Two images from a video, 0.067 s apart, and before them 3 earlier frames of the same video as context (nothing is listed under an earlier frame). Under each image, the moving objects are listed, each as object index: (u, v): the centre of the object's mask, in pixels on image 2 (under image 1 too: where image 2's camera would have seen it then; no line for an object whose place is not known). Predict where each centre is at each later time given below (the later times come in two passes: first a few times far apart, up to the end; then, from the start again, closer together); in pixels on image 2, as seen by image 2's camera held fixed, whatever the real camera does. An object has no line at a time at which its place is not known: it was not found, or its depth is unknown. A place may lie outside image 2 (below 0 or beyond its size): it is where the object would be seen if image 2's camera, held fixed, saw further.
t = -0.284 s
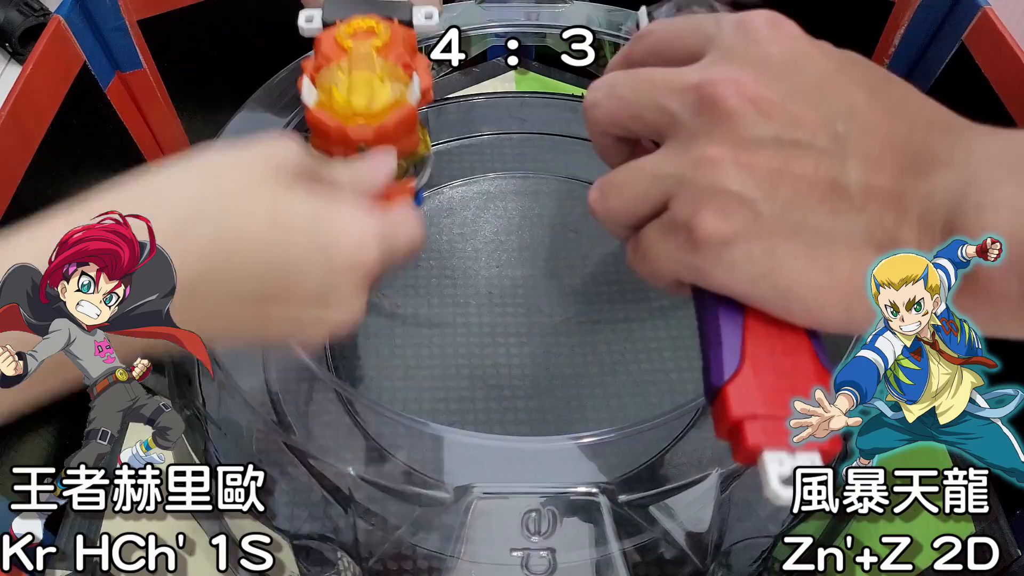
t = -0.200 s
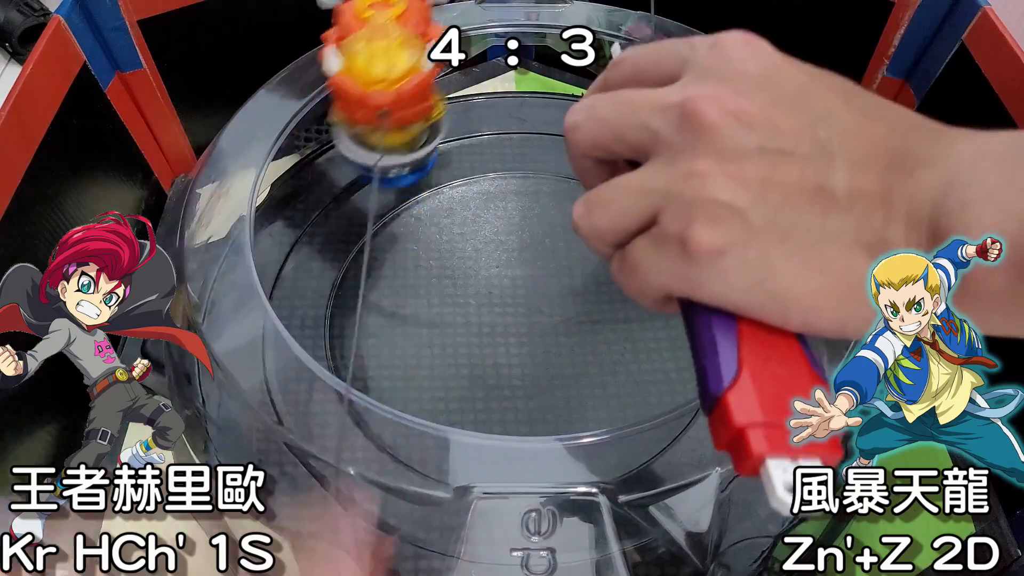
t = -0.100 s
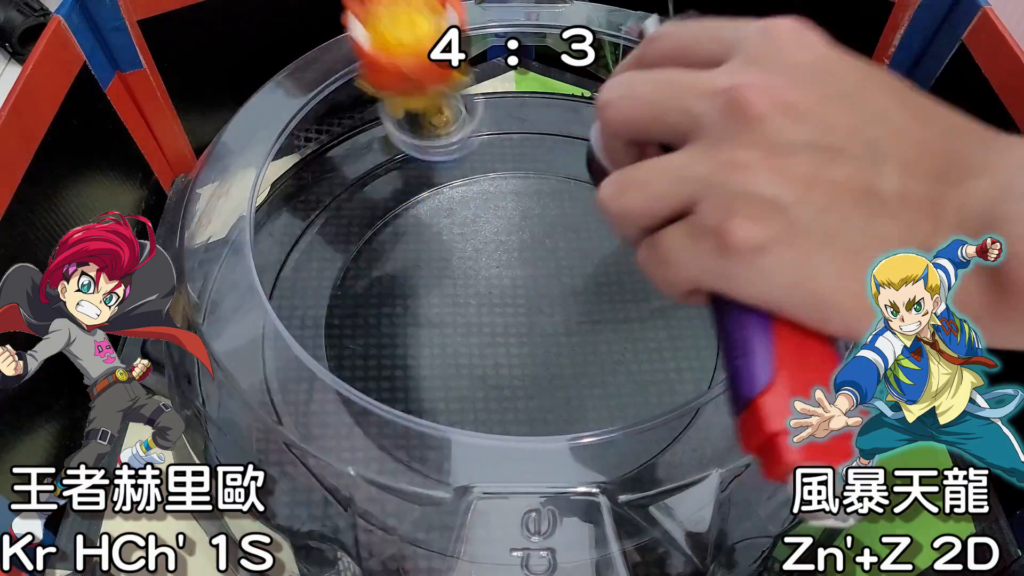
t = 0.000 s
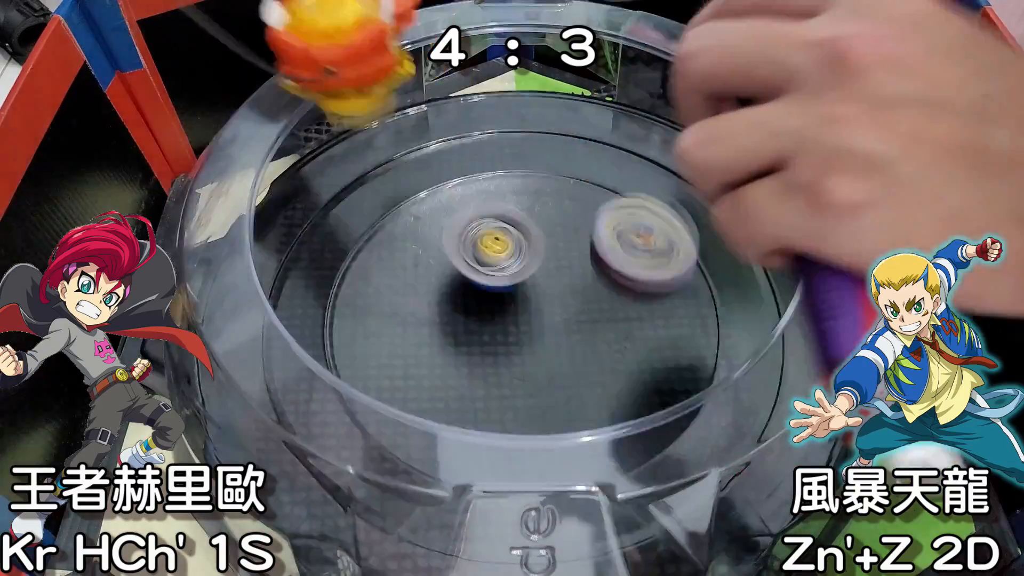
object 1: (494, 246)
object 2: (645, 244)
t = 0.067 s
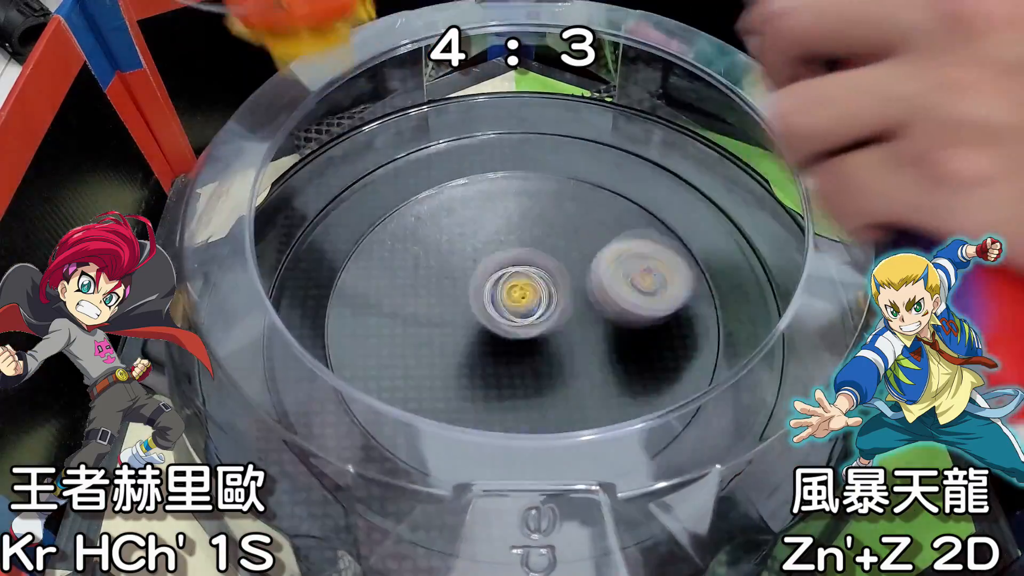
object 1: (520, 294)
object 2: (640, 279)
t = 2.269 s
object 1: (662, 376)
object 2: (357, 171)
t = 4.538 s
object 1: (519, 341)
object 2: (476, 255)
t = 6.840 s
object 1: (557, 237)
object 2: (497, 331)
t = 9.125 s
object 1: (528, 349)
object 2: (503, 266)
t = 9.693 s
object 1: (518, 354)
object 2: (557, 269)
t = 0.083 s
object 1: (505, 298)
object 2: (657, 266)
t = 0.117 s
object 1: (470, 318)
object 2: (685, 249)
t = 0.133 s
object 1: (452, 330)
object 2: (698, 245)
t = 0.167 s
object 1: (418, 364)
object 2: (718, 229)
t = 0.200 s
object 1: (388, 375)
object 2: (731, 217)
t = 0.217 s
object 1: (371, 383)
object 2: (736, 209)
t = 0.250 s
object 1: (341, 404)
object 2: (733, 198)
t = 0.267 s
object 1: (328, 414)
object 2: (728, 194)
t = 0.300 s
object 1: (300, 430)
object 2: (714, 189)
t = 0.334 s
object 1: (282, 434)
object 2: (693, 185)
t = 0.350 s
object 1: (274, 436)
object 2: (682, 183)
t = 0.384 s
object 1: (264, 435)
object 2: (661, 178)
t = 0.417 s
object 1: (272, 428)
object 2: (643, 173)
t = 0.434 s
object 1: (273, 424)
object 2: (634, 170)
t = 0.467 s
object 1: (279, 417)
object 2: (616, 163)
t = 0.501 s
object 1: (283, 407)
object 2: (599, 157)
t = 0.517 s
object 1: (287, 403)
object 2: (590, 154)
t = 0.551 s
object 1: (302, 388)
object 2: (574, 146)
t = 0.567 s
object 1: (309, 379)
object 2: (566, 144)
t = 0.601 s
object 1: (320, 363)
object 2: (551, 138)
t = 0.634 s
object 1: (334, 343)
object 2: (537, 132)
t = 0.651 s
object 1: (340, 336)
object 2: (531, 129)
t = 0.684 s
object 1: (352, 323)
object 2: (520, 124)
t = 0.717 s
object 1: (373, 307)
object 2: (510, 120)
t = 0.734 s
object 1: (384, 298)
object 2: (505, 118)
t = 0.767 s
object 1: (406, 282)
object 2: (495, 120)
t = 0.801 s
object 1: (434, 266)
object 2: (484, 124)
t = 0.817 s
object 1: (447, 259)
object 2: (479, 126)
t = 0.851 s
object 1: (477, 246)
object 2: (469, 131)
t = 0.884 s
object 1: (510, 238)
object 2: (462, 136)
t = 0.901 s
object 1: (527, 234)
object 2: (458, 140)
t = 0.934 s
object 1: (556, 230)
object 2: (450, 146)
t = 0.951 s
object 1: (572, 228)
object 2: (446, 151)
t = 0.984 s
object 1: (603, 230)
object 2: (439, 156)
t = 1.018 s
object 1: (629, 232)
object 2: (433, 164)
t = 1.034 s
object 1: (639, 236)
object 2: (429, 169)
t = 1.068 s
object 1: (661, 244)
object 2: (422, 181)
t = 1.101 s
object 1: (677, 255)
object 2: (417, 201)
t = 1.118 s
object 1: (683, 261)
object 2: (413, 210)
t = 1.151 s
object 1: (690, 278)
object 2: (412, 237)
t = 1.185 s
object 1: (692, 296)
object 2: (413, 264)
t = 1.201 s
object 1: (690, 306)
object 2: (416, 277)
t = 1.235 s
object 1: (680, 326)
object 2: (425, 309)
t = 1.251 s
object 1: (672, 336)
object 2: (430, 321)
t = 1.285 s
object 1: (652, 356)
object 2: (449, 347)
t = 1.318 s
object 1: (625, 372)
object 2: (472, 370)
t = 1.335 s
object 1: (609, 379)
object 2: (485, 379)
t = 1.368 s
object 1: (596, 388)
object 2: (492, 388)
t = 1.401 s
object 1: (603, 394)
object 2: (480, 392)
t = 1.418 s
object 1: (604, 396)
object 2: (473, 393)
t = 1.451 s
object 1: (604, 399)
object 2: (467, 392)
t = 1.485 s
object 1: (600, 402)
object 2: (466, 390)
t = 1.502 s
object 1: (598, 402)
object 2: (465, 389)
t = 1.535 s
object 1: (591, 403)
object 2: (470, 385)
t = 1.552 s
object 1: (586, 403)
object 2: (475, 382)
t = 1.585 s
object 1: (577, 402)
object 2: (486, 374)
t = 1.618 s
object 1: (574, 401)
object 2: (488, 357)
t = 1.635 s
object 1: (575, 401)
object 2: (486, 348)
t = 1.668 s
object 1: (577, 400)
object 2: (483, 325)
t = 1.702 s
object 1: (576, 398)
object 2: (481, 306)
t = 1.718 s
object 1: (575, 396)
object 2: (480, 298)
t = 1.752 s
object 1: (569, 393)
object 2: (479, 280)
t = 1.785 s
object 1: (563, 388)
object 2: (479, 265)
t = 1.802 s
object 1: (559, 384)
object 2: (479, 260)
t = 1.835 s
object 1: (549, 372)
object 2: (477, 251)
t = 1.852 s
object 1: (544, 365)
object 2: (476, 246)
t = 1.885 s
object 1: (533, 350)
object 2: (474, 242)
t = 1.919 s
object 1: (522, 336)
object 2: (472, 242)
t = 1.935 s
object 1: (518, 327)
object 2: (470, 243)
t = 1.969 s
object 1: (511, 308)
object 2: (465, 244)
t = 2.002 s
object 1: (535, 323)
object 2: (438, 215)
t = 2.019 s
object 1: (548, 334)
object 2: (424, 199)
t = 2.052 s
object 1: (572, 347)
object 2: (391, 171)
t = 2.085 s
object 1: (595, 358)
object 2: (363, 149)
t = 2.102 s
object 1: (606, 363)
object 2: (349, 142)
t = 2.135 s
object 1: (626, 370)
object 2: (336, 138)
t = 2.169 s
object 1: (642, 373)
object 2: (342, 146)
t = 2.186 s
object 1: (646, 373)
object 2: (345, 150)
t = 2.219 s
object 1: (656, 375)
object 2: (349, 158)
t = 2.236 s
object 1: (658, 375)
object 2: (350, 163)
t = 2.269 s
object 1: (662, 376)
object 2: (357, 171)
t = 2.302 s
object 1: (662, 376)
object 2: (363, 178)
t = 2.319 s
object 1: (661, 375)
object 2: (367, 182)
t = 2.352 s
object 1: (658, 374)
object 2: (373, 188)
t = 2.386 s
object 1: (650, 372)
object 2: (380, 194)
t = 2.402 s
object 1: (646, 371)
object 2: (384, 198)
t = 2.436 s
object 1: (634, 368)
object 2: (394, 212)
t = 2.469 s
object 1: (617, 360)
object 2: (406, 228)
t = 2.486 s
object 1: (606, 354)
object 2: (413, 238)
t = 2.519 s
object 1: (588, 343)
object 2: (428, 256)
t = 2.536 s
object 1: (578, 336)
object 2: (436, 264)
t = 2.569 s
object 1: (557, 322)
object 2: (455, 282)
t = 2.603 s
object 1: (575, 316)
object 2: (439, 281)
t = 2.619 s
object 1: (608, 316)
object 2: (412, 273)
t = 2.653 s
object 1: (665, 312)
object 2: (356, 256)
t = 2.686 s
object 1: (719, 308)
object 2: (312, 242)
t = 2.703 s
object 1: (736, 305)
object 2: (292, 237)
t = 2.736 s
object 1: (796, 308)
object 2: (254, 230)
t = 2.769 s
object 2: (248, 235)
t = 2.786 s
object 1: (804, 311)
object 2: (257, 238)
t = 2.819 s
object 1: (768, 302)
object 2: (279, 250)
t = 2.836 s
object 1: (742, 296)
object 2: (292, 255)
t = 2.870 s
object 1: (720, 297)
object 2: (307, 263)
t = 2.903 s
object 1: (687, 292)
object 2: (328, 271)
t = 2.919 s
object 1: (670, 294)
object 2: (337, 276)
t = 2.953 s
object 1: (635, 293)
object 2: (363, 291)
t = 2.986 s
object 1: (597, 292)
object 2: (391, 304)
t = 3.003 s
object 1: (578, 291)
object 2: (406, 311)
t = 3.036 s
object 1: (540, 287)
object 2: (439, 324)
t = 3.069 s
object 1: (517, 271)
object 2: (457, 347)
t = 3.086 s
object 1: (511, 259)
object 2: (462, 359)
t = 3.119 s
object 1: (500, 237)
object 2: (479, 381)
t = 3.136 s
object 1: (496, 228)
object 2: (490, 386)
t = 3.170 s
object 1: (488, 214)
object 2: (512, 394)
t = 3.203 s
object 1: (482, 200)
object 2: (538, 408)
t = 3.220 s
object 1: (478, 194)
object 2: (555, 406)
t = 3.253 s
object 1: (475, 185)
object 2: (579, 402)
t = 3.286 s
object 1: (470, 177)
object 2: (602, 390)
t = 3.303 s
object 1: (468, 175)
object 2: (611, 381)
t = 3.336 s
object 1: (464, 169)
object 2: (629, 367)
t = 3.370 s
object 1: (460, 165)
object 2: (640, 352)
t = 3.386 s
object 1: (458, 166)
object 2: (644, 343)
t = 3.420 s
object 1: (455, 166)
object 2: (649, 325)
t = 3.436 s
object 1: (454, 168)
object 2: (648, 318)
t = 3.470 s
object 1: (451, 172)
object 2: (646, 300)
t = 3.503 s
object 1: (450, 180)
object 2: (639, 286)
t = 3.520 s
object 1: (449, 184)
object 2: (632, 278)
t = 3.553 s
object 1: (447, 193)
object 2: (619, 266)
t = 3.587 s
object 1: (445, 205)
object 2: (603, 257)
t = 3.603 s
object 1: (445, 211)
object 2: (594, 253)
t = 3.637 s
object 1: (445, 226)
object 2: (576, 247)
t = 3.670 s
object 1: (446, 242)
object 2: (556, 242)
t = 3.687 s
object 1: (446, 250)
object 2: (546, 241)
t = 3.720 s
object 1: (446, 268)
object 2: (526, 241)
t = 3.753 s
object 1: (441, 289)
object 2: (512, 240)
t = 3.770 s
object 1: (439, 299)
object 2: (506, 240)
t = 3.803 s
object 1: (438, 317)
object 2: (493, 243)
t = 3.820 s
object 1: (437, 326)
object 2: (487, 247)
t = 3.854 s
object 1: (436, 342)
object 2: (475, 254)
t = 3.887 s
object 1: (438, 356)
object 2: (463, 263)
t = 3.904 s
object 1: (439, 363)
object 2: (459, 268)
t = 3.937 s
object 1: (443, 374)
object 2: (452, 279)
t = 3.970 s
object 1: (449, 380)
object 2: (447, 292)
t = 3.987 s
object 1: (452, 383)
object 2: (447, 300)
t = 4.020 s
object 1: (459, 388)
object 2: (450, 312)
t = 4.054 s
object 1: (468, 392)
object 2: (453, 322)
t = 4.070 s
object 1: (476, 394)
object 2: (454, 325)
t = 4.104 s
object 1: (489, 407)
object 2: (456, 330)
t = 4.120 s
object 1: (496, 408)
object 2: (457, 333)
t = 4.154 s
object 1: (509, 397)
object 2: (464, 333)
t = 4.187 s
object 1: (518, 396)
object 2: (471, 333)
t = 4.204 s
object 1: (522, 395)
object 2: (474, 332)
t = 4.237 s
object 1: (535, 393)
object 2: (480, 325)
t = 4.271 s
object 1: (551, 394)
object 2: (482, 311)
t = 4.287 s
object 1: (557, 393)
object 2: (481, 303)
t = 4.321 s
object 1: (566, 392)
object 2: (480, 289)
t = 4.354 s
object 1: (571, 389)
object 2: (481, 279)
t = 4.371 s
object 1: (571, 389)
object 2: (481, 274)
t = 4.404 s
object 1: (567, 385)
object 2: (479, 266)
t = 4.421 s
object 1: (564, 382)
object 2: (480, 264)
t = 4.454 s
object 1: (554, 375)
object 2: (478, 260)
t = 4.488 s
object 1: (540, 363)
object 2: (477, 257)
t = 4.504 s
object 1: (532, 356)
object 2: (477, 257)
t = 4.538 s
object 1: (519, 341)
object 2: (476, 255)
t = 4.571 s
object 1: (507, 329)
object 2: (475, 253)
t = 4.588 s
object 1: (499, 322)
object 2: (475, 251)
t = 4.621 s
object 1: (492, 320)
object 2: (475, 243)
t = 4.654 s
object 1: (488, 318)
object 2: (476, 234)
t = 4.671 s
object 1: (486, 319)
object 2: (477, 232)
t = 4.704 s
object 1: (482, 318)
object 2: (477, 226)
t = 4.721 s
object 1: (481, 318)
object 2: (478, 225)
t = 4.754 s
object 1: (479, 318)
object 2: (480, 219)
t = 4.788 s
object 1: (477, 318)
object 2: (482, 216)
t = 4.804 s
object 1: (476, 318)
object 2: (483, 217)
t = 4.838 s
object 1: (476, 320)
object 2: (485, 217)
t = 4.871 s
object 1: (477, 321)
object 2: (487, 218)
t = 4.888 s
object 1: (477, 322)
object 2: (489, 221)
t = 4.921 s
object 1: (481, 323)
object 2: (492, 224)
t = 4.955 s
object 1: (486, 325)
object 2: (494, 230)
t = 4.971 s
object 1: (487, 325)
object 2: (497, 235)
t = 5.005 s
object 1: (493, 327)
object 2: (501, 242)
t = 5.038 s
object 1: (499, 328)
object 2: (505, 250)
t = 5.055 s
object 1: (501, 328)
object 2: (510, 254)
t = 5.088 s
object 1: (509, 337)
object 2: (515, 255)
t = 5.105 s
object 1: (512, 341)
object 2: (520, 256)
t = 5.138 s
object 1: (518, 348)
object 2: (527, 256)
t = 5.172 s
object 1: (522, 353)
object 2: (533, 259)
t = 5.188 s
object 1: (524, 354)
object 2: (537, 260)
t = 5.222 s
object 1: (530, 358)
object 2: (542, 263)
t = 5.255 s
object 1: (536, 360)
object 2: (547, 269)
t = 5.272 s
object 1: (539, 361)
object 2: (549, 270)
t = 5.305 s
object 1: (545, 362)
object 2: (552, 275)
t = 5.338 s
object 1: (551, 362)
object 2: (556, 280)
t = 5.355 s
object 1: (555, 362)
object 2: (557, 282)
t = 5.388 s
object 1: (561, 361)
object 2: (559, 288)
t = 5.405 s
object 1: (566, 363)
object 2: (560, 288)
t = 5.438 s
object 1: (570, 366)
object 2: (560, 287)
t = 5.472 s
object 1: (570, 368)
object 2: (561, 285)
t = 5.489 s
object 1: (570, 367)
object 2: (559, 285)
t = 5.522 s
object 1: (569, 366)
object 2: (558, 286)
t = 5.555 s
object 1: (568, 364)
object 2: (553, 288)
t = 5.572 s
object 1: (567, 363)
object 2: (551, 289)
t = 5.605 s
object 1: (570, 363)
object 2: (545, 289)
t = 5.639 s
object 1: (568, 369)
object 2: (537, 281)
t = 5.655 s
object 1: (563, 376)
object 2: (534, 275)
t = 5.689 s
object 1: (559, 380)
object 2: (524, 268)
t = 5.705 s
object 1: (554, 382)
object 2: (519, 267)
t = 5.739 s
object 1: (549, 383)
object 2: (509, 266)
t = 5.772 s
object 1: (546, 381)
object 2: (500, 267)
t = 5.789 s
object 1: (542, 379)
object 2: (494, 269)
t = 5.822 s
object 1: (540, 373)
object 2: (486, 275)
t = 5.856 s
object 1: (538, 365)
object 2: (478, 281)
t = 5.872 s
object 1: (537, 360)
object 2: (476, 285)
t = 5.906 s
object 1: (535, 350)
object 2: (469, 292)
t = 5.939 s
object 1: (544, 344)
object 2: (459, 295)
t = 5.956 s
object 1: (547, 341)
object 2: (455, 294)
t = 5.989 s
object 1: (554, 336)
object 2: (446, 295)
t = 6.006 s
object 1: (557, 333)
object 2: (445, 295)
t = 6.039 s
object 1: (560, 327)
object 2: (440, 298)
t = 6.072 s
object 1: (563, 321)
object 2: (438, 300)
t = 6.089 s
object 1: (563, 318)
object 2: (437, 302)
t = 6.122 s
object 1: (564, 312)
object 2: (439, 304)
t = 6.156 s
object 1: (564, 305)
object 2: (443, 305)
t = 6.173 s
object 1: (563, 302)
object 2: (447, 307)
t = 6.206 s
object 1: (561, 296)
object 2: (454, 308)
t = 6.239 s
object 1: (559, 290)
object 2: (465, 312)
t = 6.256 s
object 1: (566, 283)
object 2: (459, 313)
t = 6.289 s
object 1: (581, 268)
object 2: (447, 319)
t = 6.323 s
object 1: (592, 256)
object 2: (437, 323)
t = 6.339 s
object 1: (596, 251)
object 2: (434, 325)
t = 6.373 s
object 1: (600, 244)
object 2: (433, 327)
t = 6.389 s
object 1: (600, 241)
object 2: (434, 329)
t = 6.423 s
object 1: (598, 238)
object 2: (437, 330)
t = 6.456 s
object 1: (594, 236)
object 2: (445, 331)
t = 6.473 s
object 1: (592, 235)
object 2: (449, 330)
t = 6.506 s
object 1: (587, 235)
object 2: (461, 331)
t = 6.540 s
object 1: (582, 237)
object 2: (472, 329)
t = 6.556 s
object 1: (579, 238)
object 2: (478, 327)
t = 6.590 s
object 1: (575, 242)
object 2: (489, 323)
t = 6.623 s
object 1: (569, 247)
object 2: (499, 318)
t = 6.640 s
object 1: (568, 249)
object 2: (502, 314)
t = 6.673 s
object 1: (562, 243)
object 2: (504, 313)
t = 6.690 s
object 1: (567, 241)
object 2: (500, 316)
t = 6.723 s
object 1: (567, 228)
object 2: (497, 323)
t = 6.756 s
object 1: (569, 227)
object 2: (494, 327)
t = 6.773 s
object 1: (568, 225)
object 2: (494, 329)
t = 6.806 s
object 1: (562, 229)
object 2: (494, 330)
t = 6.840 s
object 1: (557, 237)
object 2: (497, 331)
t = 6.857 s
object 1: (555, 242)
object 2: (497, 330)
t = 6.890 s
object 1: (553, 251)
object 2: (502, 329)
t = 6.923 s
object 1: (549, 255)
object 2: (502, 328)
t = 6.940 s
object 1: (545, 257)
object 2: (499, 330)
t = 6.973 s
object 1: (554, 250)
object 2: (487, 340)
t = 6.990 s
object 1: (554, 248)
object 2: (483, 344)
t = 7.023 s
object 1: (559, 245)
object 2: (475, 352)
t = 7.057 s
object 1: (562, 244)
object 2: (473, 355)
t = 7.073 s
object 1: (565, 243)
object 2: (474, 357)
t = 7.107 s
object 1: (568, 244)
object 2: (476, 359)
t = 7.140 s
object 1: (567, 247)
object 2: (479, 360)
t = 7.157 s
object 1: (569, 249)
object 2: (479, 360)
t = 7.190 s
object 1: (567, 253)
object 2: (484, 357)
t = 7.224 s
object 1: (562, 261)
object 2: (488, 353)
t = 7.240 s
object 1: (560, 265)
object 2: (491, 351)
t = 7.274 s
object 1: (557, 274)
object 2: (497, 346)
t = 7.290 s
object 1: (556, 275)
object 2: (498, 343)
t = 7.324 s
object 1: (551, 273)
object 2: (498, 343)
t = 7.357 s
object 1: (558, 261)
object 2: (485, 350)
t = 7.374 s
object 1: (560, 257)
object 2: (482, 353)
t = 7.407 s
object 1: (562, 251)
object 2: (475, 357)
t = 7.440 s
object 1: (562, 249)
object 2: (470, 355)
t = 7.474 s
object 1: (561, 248)
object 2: (468, 355)
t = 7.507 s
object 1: (561, 248)
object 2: (466, 352)
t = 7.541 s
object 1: (561, 247)
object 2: (468, 348)
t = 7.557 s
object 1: (559, 247)
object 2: (470, 345)
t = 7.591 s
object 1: (555, 248)
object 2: (471, 340)
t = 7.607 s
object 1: (552, 250)
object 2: (473, 338)
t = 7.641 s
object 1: (548, 255)
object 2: (478, 332)
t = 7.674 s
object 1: (545, 260)
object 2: (481, 324)
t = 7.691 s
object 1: (545, 259)
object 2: (483, 321)
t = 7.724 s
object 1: (546, 256)
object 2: (478, 318)
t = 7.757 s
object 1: (550, 254)
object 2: (473, 314)
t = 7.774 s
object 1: (551, 256)
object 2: (473, 312)
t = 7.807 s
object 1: (550, 260)
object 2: (473, 307)
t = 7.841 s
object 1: (553, 264)
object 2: (473, 304)
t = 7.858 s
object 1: (551, 267)
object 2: (473, 301)
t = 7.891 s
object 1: (559, 269)
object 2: (467, 296)
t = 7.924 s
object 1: (565, 272)
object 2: (464, 292)
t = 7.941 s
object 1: (566, 273)
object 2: (464, 291)
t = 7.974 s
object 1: (567, 278)
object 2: (464, 289)
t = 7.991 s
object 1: (568, 281)
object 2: (465, 286)
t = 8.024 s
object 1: (570, 287)
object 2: (469, 286)
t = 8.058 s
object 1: (568, 292)
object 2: (472, 285)
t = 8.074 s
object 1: (567, 295)
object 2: (473, 284)
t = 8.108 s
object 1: (565, 301)
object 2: (478, 284)
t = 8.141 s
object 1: (565, 307)
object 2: (481, 284)
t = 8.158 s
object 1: (567, 310)
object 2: (478, 282)
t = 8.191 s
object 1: (571, 314)
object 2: (478, 282)
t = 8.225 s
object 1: (571, 316)
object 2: (479, 283)
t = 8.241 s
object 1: (569, 317)
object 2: (478, 283)
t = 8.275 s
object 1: (564, 319)
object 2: (478, 284)
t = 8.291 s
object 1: (562, 321)
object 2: (479, 285)
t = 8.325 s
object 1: (558, 325)
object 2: (482, 289)
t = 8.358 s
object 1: (561, 331)
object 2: (483, 287)
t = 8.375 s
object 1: (563, 333)
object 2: (484, 287)
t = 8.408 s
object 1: (563, 335)
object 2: (488, 287)
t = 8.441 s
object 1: (559, 336)
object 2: (491, 285)
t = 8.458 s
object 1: (557, 337)
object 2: (494, 285)
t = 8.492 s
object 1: (560, 341)
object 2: (500, 284)
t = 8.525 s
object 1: (559, 343)
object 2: (502, 285)
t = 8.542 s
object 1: (557, 342)
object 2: (504, 283)
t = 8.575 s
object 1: (560, 344)
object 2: (504, 277)
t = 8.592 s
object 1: (563, 345)
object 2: (506, 277)
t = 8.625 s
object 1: (564, 345)
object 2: (501, 273)
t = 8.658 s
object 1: (560, 344)
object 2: (501, 270)
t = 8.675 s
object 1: (556, 343)
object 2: (502, 269)
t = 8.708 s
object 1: (547, 342)
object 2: (502, 271)
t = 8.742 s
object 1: (545, 339)
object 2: (495, 270)
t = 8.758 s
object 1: (545, 338)
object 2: (493, 270)
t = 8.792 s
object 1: (538, 341)
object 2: (495, 271)
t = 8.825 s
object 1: (529, 344)
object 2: (492, 274)
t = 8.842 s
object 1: (526, 344)
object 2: (492, 274)
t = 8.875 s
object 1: (525, 343)
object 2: (495, 275)
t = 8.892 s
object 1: (527, 346)
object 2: (497, 276)
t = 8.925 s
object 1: (533, 351)
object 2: (495, 273)
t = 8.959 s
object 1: (535, 353)
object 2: (498, 271)
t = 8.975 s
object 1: (537, 355)
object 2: (498, 270)
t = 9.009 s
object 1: (537, 354)
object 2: (501, 270)
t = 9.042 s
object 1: (535, 351)
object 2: (498, 268)
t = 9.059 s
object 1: (534, 350)
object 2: (498, 268)
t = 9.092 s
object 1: (531, 345)
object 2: (499, 268)
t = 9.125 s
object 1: (528, 349)
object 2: (503, 266)
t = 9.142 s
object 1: (528, 350)
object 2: (503, 262)
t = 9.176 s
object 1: (528, 350)
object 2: (503, 256)
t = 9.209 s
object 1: (524, 350)
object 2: (503, 254)
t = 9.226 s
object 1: (523, 348)
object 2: (505, 253)
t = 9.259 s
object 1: (520, 342)
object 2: (506, 254)
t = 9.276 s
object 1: (518, 340)
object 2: (505, 253)
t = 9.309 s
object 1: (515, 333)
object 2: (505, 252)
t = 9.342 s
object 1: (511, 329)
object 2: (510, 250)
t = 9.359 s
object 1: (514, 329)
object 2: (513, 252)
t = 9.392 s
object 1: (521, 325)
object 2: (513, 251)
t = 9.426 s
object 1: (521, 330)
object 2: (519, 251)
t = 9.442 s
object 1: (518, 331)
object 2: (522, 250)
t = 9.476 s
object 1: (513, 334)
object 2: (527, 253)
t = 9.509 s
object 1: (512, 339)
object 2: (532, 259)
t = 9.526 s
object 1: (512, 338)
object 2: (533, 261)
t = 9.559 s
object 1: (509, 341)
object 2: (536, 264)
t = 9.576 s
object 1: (509, 347)
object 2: (540, 261)
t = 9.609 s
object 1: (510, 352)
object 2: (547, 258)
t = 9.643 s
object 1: (513, 355)
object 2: (556, 260)
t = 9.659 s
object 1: (514, 355)
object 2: (559, 263)
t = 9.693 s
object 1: (518, 354)
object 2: (557, 269)
